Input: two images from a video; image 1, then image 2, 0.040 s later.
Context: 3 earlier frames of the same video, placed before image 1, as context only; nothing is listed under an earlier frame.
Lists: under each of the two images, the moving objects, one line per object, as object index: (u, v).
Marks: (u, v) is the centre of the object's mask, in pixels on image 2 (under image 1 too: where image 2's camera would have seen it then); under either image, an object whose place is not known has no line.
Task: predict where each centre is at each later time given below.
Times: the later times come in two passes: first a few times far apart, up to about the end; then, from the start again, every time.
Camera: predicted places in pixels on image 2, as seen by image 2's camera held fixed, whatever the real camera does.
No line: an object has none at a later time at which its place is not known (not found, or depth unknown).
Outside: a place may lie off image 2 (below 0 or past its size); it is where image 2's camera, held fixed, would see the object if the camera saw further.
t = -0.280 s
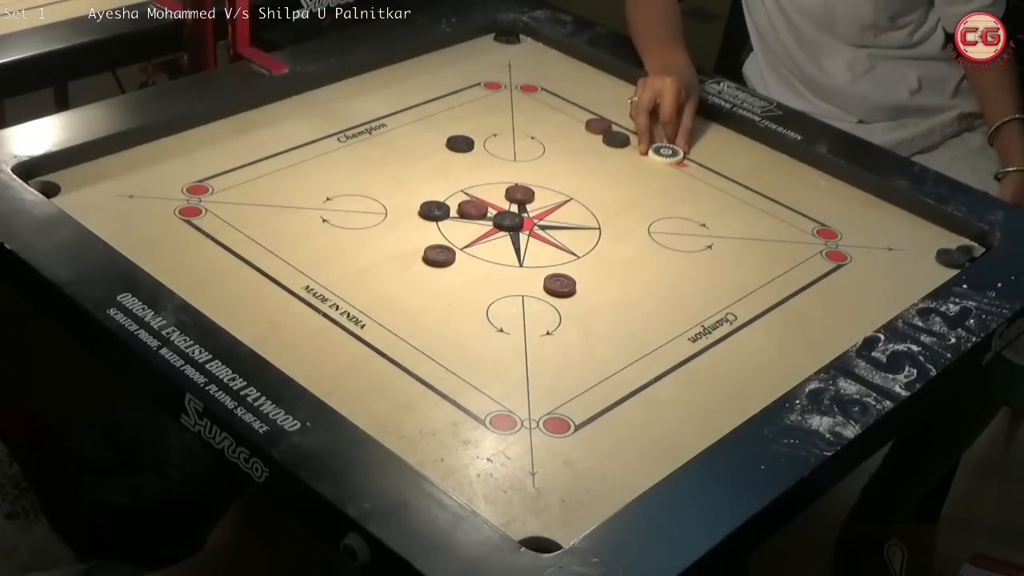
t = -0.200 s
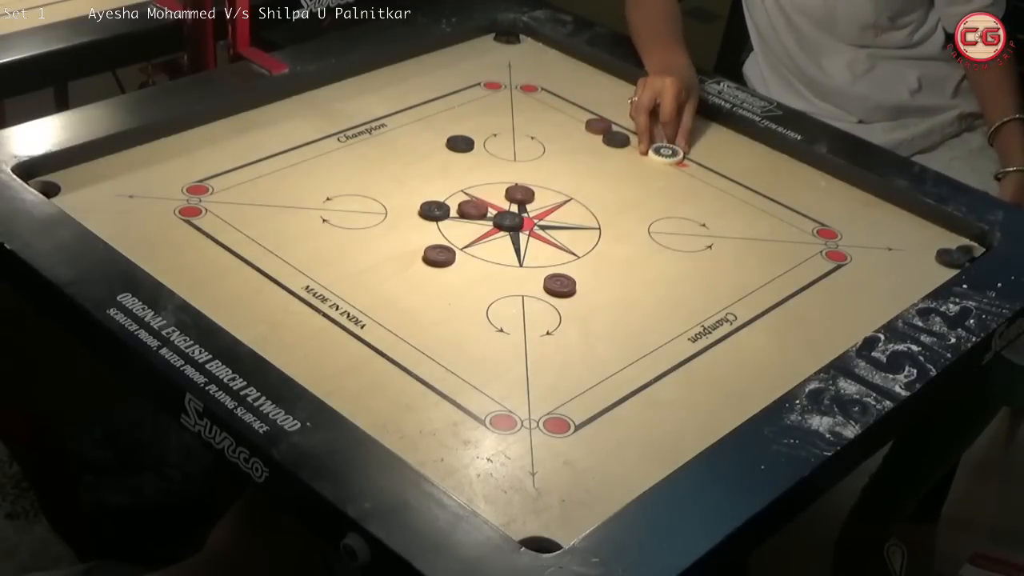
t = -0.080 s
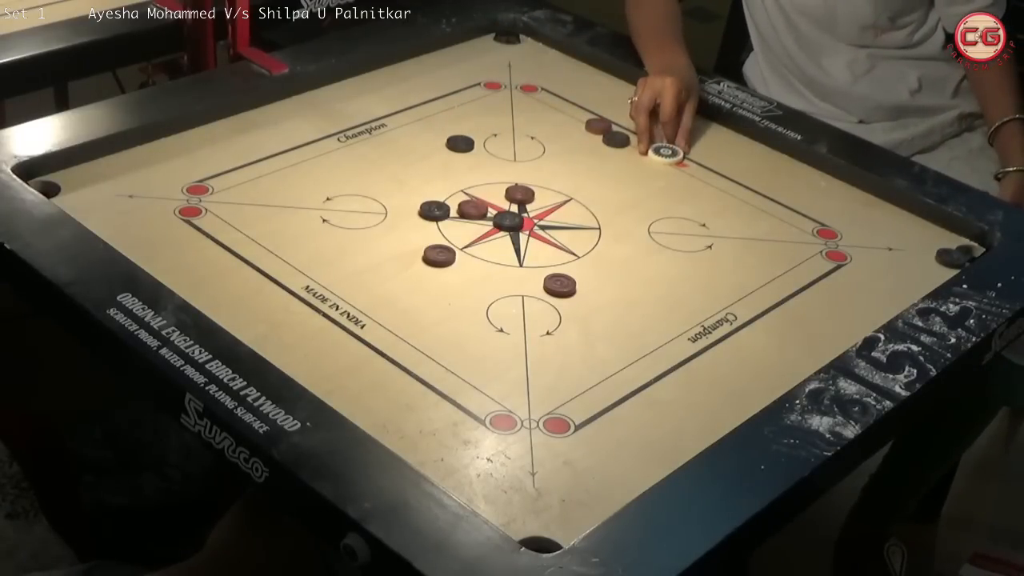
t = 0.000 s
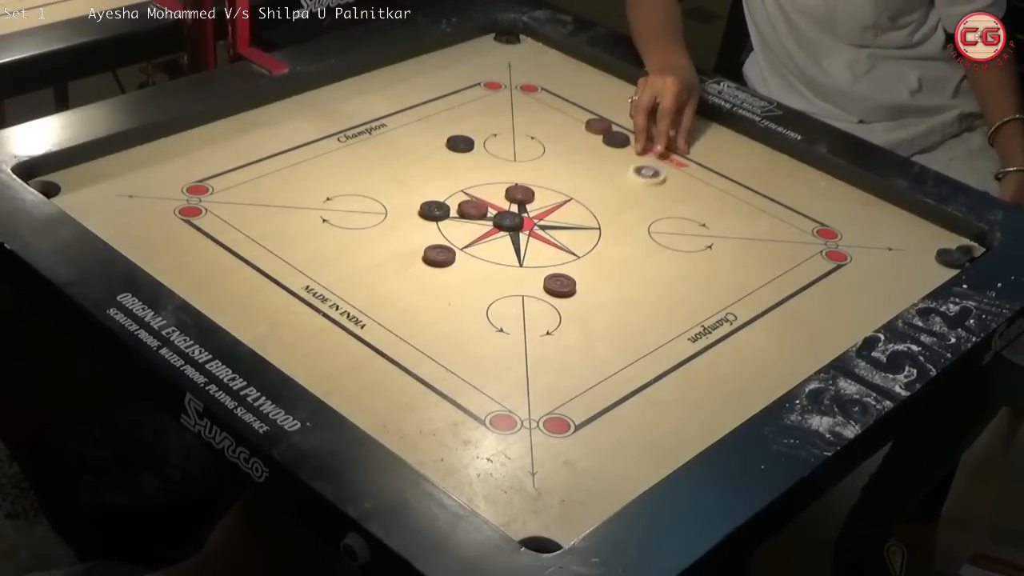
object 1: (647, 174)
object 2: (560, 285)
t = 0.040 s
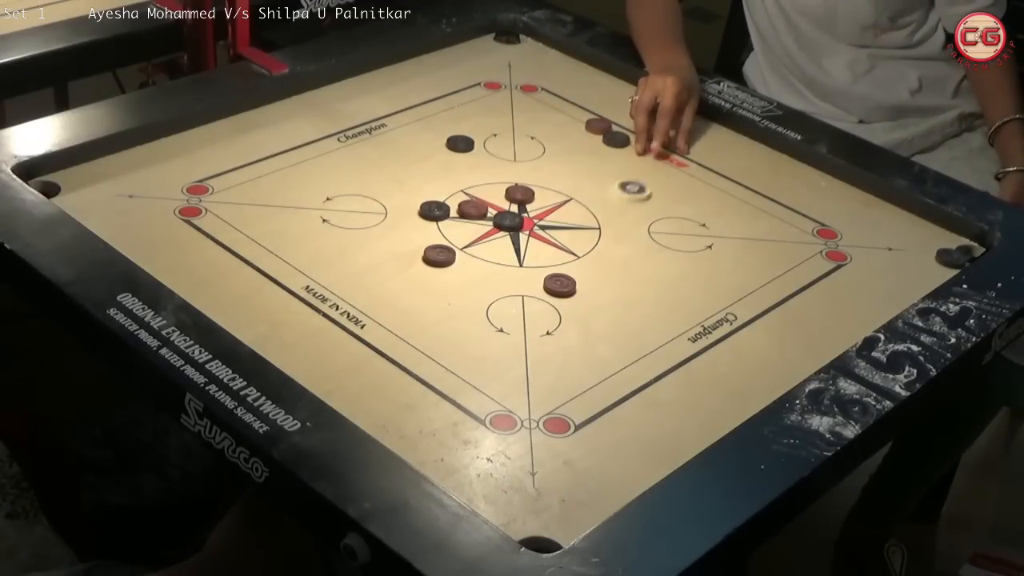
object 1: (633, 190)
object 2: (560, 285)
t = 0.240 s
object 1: (561, 268)
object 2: (558, 291)
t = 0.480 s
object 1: (512, 296)
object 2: (516, 438)
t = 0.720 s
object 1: (501, 302)
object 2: (514, 526)
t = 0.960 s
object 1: (501, 302)
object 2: (524, 530)
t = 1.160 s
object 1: (501, 302)
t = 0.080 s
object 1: (618, 206)
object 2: (560, 285)
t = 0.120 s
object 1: (604, 222)
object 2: (560, 285)
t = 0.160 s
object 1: (588, 238)
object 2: (560, 285)
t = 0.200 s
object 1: (574, 254)
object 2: (560, 285)
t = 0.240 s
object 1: (561, 268)
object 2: (558, 291)
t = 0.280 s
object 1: (550, 274)
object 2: (550, 316)
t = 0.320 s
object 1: (540, 279)
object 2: (543, 341)
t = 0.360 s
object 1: (532, 285)
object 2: (536, 365)
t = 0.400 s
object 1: (524, 289)
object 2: (529, 390)
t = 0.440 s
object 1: (518, 293)
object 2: (523, 414)
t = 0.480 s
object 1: (512, 296)
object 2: (516, 438)
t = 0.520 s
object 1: (508, 299)
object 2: (510, 461)
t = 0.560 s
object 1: (505, 300)
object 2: (504, 482)
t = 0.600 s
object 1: (503, 301)
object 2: (498, 502)
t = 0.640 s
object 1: (502, 302)
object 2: (498, 515)
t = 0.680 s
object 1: (501, 302)
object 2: (505, 521)
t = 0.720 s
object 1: (501, 302)
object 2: (514, 526)
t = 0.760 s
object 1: (501, 302)
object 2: (520, 528)
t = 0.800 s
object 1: (501, 302)
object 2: (523, 529)
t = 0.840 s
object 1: (501, 302)
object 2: (524, 530)
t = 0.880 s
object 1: (501, 302)
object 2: (524, 530)
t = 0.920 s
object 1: (501, 302)
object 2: (524, 530)
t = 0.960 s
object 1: (501, 302)
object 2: (524, 530)
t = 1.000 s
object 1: (501, 302)
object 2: (524, 530)
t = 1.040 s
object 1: (501, 302)
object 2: (524, 530)
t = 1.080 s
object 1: (501, 302)
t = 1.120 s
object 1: (501, 302)
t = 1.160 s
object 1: (501, 302)
